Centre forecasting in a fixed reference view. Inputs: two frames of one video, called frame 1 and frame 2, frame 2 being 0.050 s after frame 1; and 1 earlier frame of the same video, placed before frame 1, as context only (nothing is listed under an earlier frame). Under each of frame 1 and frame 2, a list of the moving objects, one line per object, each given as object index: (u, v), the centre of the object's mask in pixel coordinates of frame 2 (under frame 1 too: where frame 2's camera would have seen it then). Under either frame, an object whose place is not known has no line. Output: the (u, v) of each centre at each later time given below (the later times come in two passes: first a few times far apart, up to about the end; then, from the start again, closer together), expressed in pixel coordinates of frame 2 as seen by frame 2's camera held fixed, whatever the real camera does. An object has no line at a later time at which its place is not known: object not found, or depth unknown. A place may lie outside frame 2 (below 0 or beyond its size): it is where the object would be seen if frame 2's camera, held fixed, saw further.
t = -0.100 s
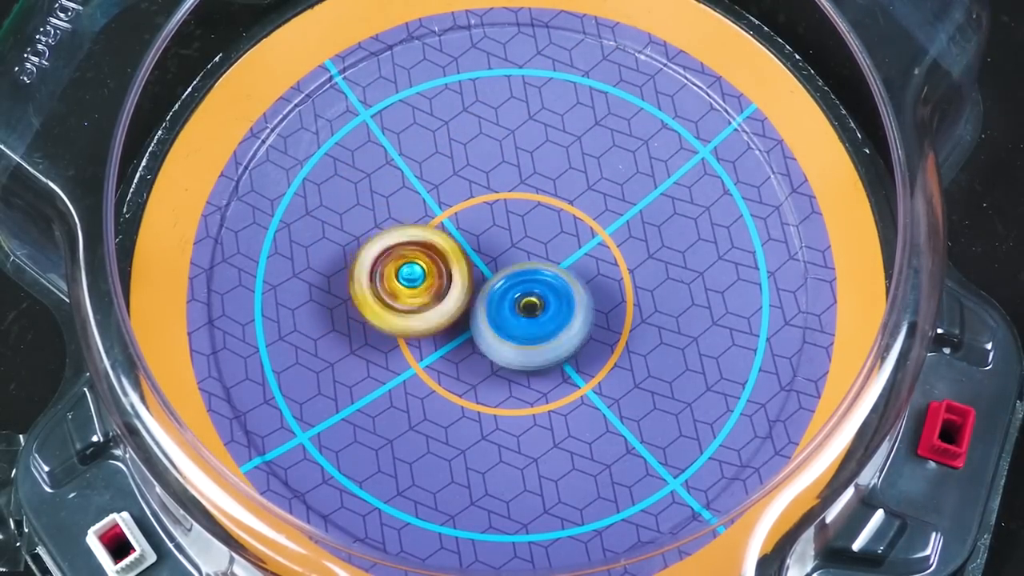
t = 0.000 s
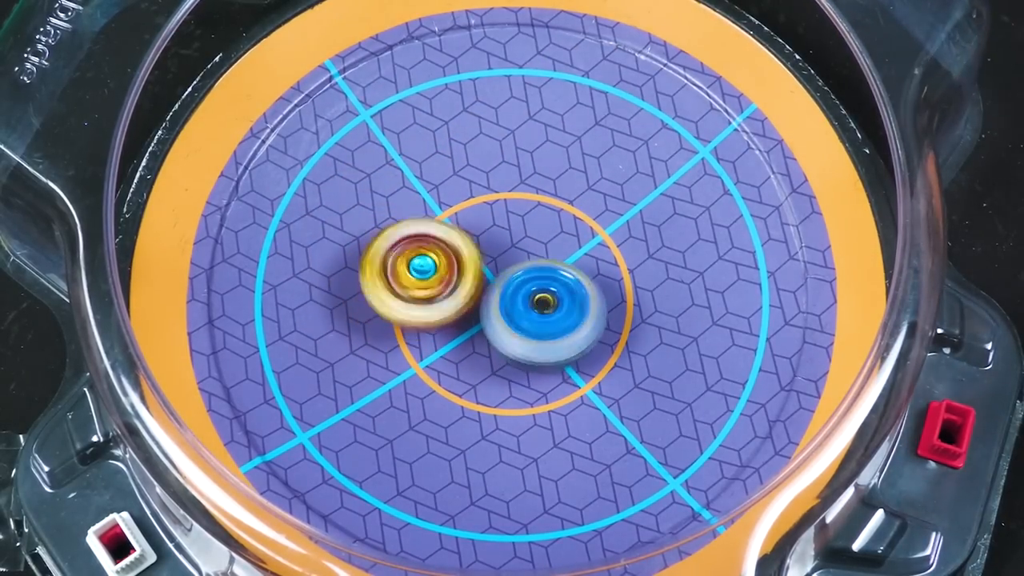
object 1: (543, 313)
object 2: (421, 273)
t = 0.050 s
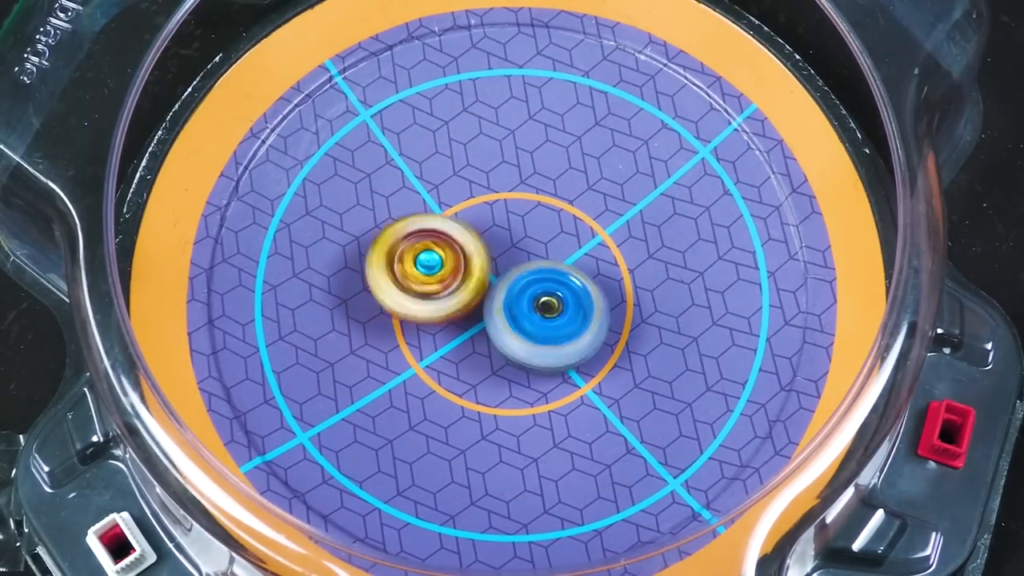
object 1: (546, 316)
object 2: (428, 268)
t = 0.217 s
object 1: (551, 321)
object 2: (443, 250)
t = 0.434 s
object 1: (554, 322)
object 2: (468, 223)
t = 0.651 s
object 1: (549, 317)
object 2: (492, 210)
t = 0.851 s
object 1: (556, 310)
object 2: (500, 203)
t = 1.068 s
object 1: (559, 313)
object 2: (500, 207)
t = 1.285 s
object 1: (565, 326)
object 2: (483, 200)
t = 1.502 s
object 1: (579, 329)
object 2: (483, 231)
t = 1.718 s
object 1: (605, 337)
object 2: (459, 245)
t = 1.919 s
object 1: (603, 319)
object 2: (479, 268)
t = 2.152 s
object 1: (606, 313)
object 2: (482, 263)
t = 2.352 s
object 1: (610, 303)
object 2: (483, 257)
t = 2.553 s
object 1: (606, 290)
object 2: (484, 259)
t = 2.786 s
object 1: (599, 276)
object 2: (472, 261)
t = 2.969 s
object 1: (600, 272)
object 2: (471, 271)
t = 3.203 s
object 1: (602, 264)
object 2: (455, 285)
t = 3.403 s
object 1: (590, 251)
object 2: (472, 291)
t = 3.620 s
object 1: (597, 254)
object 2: (463, 298)
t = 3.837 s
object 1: (571, 239)
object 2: (463, 295)
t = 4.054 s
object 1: (569, 243)
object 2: (462, 294)
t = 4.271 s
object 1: (563, 267)
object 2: (449, 302)
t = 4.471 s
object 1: (558, 284)
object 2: (445, 316)
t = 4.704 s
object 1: (561, 278)
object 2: (444, 314)
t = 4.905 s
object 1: (565, 272)
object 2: (445, 298)
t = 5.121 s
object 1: (556, 272)
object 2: (434, 279)
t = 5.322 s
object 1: (547, 273)
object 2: (424, 272)
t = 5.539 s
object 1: (554, 295)
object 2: (416, 268)
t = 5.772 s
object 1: (569, 276)
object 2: (443, 257)
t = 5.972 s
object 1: (571, 295)
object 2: (450, 238)
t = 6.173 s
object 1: (568, 296)
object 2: (468, 244)
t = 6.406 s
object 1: (576, 296)
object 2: (458, 236)
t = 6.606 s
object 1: (586, 271)
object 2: (459, 254)
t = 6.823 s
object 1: (598, 267)
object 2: (449, 274)
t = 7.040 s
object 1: (597, 267)
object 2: (451, 289)
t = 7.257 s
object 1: (558, 244)
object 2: (458, 293)
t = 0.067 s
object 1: (547, 317)
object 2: (430, 266)
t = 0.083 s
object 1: (548, 318)
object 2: (432, 265)
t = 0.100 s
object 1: (550, 320)
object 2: (432, 263)
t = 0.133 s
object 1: (551, 321)
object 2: (434, 259)
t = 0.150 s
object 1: (551, 321)
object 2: (436, 256)
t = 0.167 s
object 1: (550, 321)
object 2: (438, 254)
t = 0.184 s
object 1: (550, 321)
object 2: (439, 252)
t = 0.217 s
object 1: (551, 321)
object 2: (443, 250)
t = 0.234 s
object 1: (552, 321)
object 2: (446, 247)
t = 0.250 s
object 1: (552, 321)
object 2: (448, 246)
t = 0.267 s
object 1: (551, 321)
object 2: (450, 244)
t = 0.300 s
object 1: (552, 322)
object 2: (454, 241)
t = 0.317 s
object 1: (554, 324)
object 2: (455, 237)
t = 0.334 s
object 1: (554, 324)
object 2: (457, 235)
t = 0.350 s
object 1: (554, 325)
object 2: (458, 233)
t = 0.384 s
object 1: (552, 323)
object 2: (463, 229)
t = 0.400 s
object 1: (554, 322)
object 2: (464, 226)
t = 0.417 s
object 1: (554, 322)
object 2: (467, 224)
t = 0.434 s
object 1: (554, 322)
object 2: (468, 223)
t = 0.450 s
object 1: (554, 323)
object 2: (471, 221)
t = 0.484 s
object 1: (551, 323)
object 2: (475, 218)
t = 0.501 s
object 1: (551, 323)
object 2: (477, 216)
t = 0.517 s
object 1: (550, 321)
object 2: (479, 217)
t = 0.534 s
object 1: (550, 319)
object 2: (481, 215)
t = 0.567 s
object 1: (550, 318)
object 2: (484, 214)
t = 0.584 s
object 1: (550, 317)
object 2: (486, 213)
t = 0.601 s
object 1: (551, 318)
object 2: (488, 212)
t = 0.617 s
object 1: (549, 318)
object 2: (489, 212)
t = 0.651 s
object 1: (549, 317)
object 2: (492, 210)
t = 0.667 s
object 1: (548, 316)
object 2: (492, 208)
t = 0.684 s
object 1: (547, 315)
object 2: (493, 209)
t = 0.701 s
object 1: (549, 314)
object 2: (494, 207)
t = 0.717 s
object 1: (548, 314)
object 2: (495, 206)
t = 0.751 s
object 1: (551, 312)
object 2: (496, 205)
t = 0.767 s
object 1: (550, 312)
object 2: (496, 204)
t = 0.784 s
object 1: (551, 310)
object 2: (497, 204)
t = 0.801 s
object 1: (553, 311)
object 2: (499, 202)
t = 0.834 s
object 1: (554, 309)
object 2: (499, 202)
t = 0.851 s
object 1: (556, 310)
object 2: (500, 203)
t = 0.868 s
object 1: (555, 310)
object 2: (500, 203)
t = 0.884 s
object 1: (555, 310)
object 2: (501, 204)
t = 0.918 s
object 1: (557, 313)
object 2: (501, 202)
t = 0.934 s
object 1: (557, 314)
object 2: (500, 201)
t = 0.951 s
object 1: (558, 315)
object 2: (498, 202)
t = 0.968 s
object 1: (557, 314)
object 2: (499, 202)
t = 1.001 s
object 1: (560, 313)
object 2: (498, 204)
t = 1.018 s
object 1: (560, 313)
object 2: (499, 205)
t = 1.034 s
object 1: (560, 313)
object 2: (499, 205)
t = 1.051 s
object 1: (560, 313)
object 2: (499, 205)
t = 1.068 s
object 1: (559, 313)
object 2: (500, 207)
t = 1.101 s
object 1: (562, 323)
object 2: (495, 200)
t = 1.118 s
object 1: (564, 329)
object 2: (493, 198)
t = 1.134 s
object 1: (566, 333)
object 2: (492, 195)
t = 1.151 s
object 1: (564, 335)
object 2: (489, 193)
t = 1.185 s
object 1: (563, 334)
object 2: (486, 195)
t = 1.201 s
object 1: (561, 333)
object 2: (486, 195)
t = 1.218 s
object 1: (561, 330)
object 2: (485, 196)
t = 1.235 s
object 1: (562, 329)
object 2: (485, 198)
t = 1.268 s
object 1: (563, 327)
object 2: (484, 198)
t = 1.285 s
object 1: (565, 326)
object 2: (483, 200)
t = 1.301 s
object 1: (567, 326)
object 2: (483, 202)
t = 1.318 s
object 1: (566, 326)
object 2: (483, 203)
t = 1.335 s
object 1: (568, 325)
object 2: (483, 204)
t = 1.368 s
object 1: (569, 326)
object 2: (482, 209)
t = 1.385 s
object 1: (570, 325)
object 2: (483, 212)
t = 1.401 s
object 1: (571, 325)
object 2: (483, 216)
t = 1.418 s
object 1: (571, 325)
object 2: (484, 218)
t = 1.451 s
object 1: (571, 322)
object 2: (485, 225)
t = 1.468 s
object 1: (571, 322)
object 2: (487, 229)
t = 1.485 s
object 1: (571, 322)
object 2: (487, 232)
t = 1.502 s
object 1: (579, 329)
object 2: (483, 231)
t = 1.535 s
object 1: (595, 337)
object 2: (472, 228)
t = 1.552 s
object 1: (598, 340)
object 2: (467, 229)
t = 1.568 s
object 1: (600, 342)
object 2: (464, 231)
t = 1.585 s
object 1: (602, 342)
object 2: (462, 234)
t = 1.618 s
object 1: (606, 341)
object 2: (462, 235)
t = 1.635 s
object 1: (607, 339)
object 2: (462, 236)
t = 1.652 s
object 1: (608, 338)
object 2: (461, 237)
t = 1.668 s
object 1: (609, 339)
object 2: (460, 238)
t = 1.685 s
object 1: (606, 339)
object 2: (459, 241)
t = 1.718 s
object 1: (605, 337)
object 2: (459, 245)
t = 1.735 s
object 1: (603, 336)
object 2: (459, 247)
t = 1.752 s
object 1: (603, 333)
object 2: (461, 249)
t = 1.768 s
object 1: (603, 329)
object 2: (461, 250)
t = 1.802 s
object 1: (602, 325)
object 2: (463, 255)
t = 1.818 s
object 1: (603, 322)
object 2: (466, 257)
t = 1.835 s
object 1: (605, 321)
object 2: (467, 259)
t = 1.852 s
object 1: (606, 321)
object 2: (470, 260)
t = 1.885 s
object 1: (607, 320)
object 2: (474, 265)
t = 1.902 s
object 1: (605, 321)
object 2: (476, 267)
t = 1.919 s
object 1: (603, 319)
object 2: (479, 268)
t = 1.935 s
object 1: (603, 317)
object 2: (481, 272)
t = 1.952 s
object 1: (603, 316)
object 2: (485, 272)
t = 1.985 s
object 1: (605, 318)
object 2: (484, 272)
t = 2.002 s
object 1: (606, 318)
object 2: (485, 274)
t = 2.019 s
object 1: (606, 318)
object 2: (488, 273)
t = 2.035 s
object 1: (607, 318)
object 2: (488, 274)
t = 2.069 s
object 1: (609, 319)
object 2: (485, 271)
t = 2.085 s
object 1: (609, 319)
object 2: (484, 269)
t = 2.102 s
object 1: (607, 319)
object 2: (485, 268)
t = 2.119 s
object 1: (606, 316)
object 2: (486, 266)
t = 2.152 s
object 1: (606, 313)
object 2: (482, 263)
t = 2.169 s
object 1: (606, 311)
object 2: (483, 263)
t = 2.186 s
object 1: (607, 309)
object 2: (484, 262)
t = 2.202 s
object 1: (608, 308)
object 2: (484, 260)
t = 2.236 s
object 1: (610, 306)
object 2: (484, 259)
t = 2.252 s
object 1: (612, 305)
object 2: (484, 258)
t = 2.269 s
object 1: (612, 306)
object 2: (482, 257)
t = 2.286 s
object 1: (613, 306)
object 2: (482, 258)
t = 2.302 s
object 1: (611, 306)
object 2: (483, 257)
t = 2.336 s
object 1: (610, 305)
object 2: (482, 256)
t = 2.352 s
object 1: (610, 303)
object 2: (483, 257)
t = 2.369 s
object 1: (608, 301)
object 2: (485, 256)
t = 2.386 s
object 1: (610, 299)
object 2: (485, 254)
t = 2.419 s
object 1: (609, 297)
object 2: (486, 256)
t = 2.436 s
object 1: (608, 295)
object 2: (486, 256)
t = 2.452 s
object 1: (608, 294)
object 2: (486, 254)
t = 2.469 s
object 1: (607, 293)
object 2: (486, 256)
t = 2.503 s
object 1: (609, 291)
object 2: (484, 256)
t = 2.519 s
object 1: (609, 292)
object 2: (482, 256)
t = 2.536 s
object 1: (608, 291)
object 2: (482, 259)
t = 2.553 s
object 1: (606, 290)
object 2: (484, 259)
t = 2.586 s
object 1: (607, 290)
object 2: (480, 257)
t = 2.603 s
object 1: (608, 291)
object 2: (480, 257)
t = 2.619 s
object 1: (607, 292)
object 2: (479, 257)
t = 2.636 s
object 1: (605, 292)
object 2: (478, 256)
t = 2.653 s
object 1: (602, 292)
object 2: (477, 258)
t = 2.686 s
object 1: (598, 288)
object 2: (477, 258)
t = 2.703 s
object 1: (597, 285)
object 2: (475, 257)
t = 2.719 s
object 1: (597, 284)
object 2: (474, 259)
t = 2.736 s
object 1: (597, 281)
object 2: (474, 259)
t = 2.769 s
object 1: (598, 277)
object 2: (473, 259)
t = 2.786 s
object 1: (599, 276)
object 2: (472, 261)
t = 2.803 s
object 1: (600, 275)
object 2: (471, 261)
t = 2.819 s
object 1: (601, 274)
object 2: (472, 262)
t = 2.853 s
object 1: (602, 274)
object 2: (470, 264)
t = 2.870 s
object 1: (602, 273)
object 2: (470, 265)
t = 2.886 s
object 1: (602, 273)
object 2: (472, 265)
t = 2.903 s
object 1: (600, 273)
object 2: (472, 266)
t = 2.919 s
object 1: (600, 272)
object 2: (471, 268)
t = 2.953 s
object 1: (601, 272)
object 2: (469, 270)
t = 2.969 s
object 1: (600, 272)
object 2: (471, 271)
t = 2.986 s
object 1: (600, 273)
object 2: (471, 272)
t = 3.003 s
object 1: (598, 274)
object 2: (472, 271)
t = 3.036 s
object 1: (604, 271)
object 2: (464, 274)
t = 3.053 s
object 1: (608, 269)
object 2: (461, 278)
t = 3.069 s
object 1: (609, 269)
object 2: (459, 279)
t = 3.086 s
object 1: (610, 268)
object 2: (458, 282)
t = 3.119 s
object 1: (607, 267)
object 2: (457, 282)
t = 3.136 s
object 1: (607, 265)
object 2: (455, 281)
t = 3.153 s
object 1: (606, 264)
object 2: (454, 285)
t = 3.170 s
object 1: (606, 265)
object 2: (455, 285)
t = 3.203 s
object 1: (602, 264)
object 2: (455, 285)
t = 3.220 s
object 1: (600, 263)
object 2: (454, 287)
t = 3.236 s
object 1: (599, 263)
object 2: (456, 287)
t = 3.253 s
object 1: (595, 262)
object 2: (456, 288)
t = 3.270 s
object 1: (593, 258)
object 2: (457, 288)
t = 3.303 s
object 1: (593, 253)
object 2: (461, 291)
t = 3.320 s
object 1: (590, 253)
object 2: (463, 290)
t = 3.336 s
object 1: (590, 251)
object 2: (464, 289)
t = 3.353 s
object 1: (590, 250)
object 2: (464, 290)
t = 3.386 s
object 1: (589, 252)
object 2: (469, 290)
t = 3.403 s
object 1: (590, 251)
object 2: (472, 291)
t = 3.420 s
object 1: (590, 252)
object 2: (472, 292)
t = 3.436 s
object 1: (593, 251)
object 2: (474, 293)
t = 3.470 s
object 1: (594, 253)
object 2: (474, 292)
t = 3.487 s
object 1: (594, 254)
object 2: (472, 293)
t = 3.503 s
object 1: (593, 254)
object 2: (474, 295)
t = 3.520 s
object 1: (591, 256)
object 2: (474, 294)
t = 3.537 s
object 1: (593, 254)
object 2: (472, 295)
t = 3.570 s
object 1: (599, 253)
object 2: (466, 299)
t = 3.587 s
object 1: (600, 254)
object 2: (465, 298)
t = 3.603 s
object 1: (598, 254)
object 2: (464, 299)
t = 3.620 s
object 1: (597, 254)
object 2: (463, 298)
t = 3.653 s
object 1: (593, 255)
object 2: (461, 299)
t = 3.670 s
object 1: (588, 254)
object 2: (461, 299)
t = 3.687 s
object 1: (585, 253)
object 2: (461, 298)
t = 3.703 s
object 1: (581, 252)
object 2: (460, 299)
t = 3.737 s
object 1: (575, 248)
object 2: (461, 299)
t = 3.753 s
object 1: (572, 245)
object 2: (461, 298)
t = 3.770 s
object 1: (571, 243)
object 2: (461, 297)
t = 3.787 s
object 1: (570, 242)
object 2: (461, 298)
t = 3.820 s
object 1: (570, 240)
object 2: (462, 297)
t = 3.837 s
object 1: (571, 239)
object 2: (463, 295)
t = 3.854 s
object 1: (571, 239)
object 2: (463, 295)
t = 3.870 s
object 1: (570, 240)
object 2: (465, 294)
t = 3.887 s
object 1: (570, 240)
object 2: (465, 294)
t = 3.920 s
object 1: (570, 240)
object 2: (467, 293)
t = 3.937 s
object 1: (572, 240)
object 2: (467, 295)
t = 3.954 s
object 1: (570, 241)
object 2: (467, 294)
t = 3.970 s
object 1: (570, 240)
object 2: (467, 295)
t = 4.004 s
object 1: (569, 240)
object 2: (466, 295)
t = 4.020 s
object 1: (569, 242)
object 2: (466, 293)
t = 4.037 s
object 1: (569, 242)
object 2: (463, 293)
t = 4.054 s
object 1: (569, 243)
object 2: (462, 294)
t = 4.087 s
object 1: (568, 245)
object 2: (459, 296)
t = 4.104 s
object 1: (567, 247)
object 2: (460, 295)
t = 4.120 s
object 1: (567, 249)
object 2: (460, 295)
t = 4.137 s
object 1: (565, 250)
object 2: (458, 294)
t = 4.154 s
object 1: (566, 251)
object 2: (457, 295)
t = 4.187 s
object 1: (564, 257)
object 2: (454, 297)
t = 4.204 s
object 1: (563, 259)
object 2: (453, 298)
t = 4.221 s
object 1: (563, 260)
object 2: (451, 299)
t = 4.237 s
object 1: (562, 262)
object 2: (451, 301)
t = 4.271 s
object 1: (563, 267)
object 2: (449, 302)
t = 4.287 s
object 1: (562, 268)
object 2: (448, 302)
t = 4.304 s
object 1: (563, 268)
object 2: (446, 305)
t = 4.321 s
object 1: (561, 270)
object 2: (445, 306)
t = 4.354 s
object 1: (560, 272)
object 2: (445, 308)
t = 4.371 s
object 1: (559, 274)
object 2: (445, 308)
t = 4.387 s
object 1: (559, 276)
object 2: (444, 309)
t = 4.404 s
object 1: (557, 278)
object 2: (444, 308)
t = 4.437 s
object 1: (557, 282)
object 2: (445, 312)
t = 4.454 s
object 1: (558, 283)
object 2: (444, 314)
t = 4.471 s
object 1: (558, 284)
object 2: (445, 316)
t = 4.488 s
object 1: (558, 284)
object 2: (446, 316)
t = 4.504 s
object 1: (559, 284)
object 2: (445, 317)
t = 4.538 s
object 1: (559, 283)
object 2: (443, 318)
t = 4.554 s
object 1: (559, 283)
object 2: (444, 319)
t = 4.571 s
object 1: (559, 282)
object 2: (445, 318)
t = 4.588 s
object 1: (559, 282)
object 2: (447, 317)
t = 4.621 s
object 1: (561, 281)
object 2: (444, 315)
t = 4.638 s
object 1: (560, 281)
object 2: (444, 314)
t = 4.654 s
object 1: (560, 280)
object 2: (443, 314)
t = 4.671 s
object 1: (561, 278)
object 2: (443, 315)
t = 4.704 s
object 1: (561, 278)
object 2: (444, 314)
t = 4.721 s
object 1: (560, 277)
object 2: (446, 313)
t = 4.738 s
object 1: (561, 277)
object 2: (447, 311)
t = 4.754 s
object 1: (561, 277)
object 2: (448, 309)
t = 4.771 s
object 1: (562, 277)
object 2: (448, 306)
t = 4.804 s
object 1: (561, 275)
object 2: (445, 306)
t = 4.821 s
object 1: (561, 275)
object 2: (444, 306)
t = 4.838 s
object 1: (561, 275)
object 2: (446, 306)
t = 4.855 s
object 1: (563, 275)
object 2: (448, 303)
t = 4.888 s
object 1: (564, 272)
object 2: (446, 300)
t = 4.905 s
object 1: (565, 272)
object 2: (445, 298)
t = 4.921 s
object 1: (566, 272)
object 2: (444, 297)
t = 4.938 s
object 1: (567, 271)
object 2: (443, 294)
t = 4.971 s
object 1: (567, 271)
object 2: (442, 291)
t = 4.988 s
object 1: (566, 271)
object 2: (441, 288)
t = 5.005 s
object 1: (566, 273)
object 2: (440, 286)
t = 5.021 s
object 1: (564, 272)
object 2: (439, 284)
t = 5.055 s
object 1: (561, 271)
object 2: (437, 284)
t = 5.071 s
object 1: (559, 273)
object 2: (437, 282)
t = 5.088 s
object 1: (559, 273)
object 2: (437, 282)
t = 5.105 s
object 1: (557, 273)
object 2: (436, 281)
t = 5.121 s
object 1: (556, 272)
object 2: (434, 279)
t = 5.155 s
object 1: (554, 272)
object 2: (432, 278)
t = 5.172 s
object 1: (555, 274)
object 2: (431, 278)
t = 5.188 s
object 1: (555, 273)
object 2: (430, 277)
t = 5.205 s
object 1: (554, 272)
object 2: (429, 275)
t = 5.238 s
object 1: (553, 272)
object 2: (427, 273)
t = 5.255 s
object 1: (553, 275)
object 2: (425, 271)
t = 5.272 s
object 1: (553, 273)
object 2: (425, 271)
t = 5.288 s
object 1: (550, 272)
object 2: (423, 270)
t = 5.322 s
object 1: (547, 273)
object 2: (424, 272)
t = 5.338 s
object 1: (551, 276)
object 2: (421, 271)
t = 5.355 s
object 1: (559, 278)
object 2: (416, 271)
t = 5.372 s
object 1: (563, 279)
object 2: (413, 272)
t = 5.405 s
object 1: (571, 284)
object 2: (410, 274)
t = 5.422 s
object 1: (574, 288)
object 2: (411, 274)
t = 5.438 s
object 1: (575, 292)
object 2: (413, 273)
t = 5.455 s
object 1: (573, 296)
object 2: (414, 272)
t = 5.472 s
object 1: (569, 297)
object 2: (416, 269)
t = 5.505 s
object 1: (563, 298)
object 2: (417, 267)
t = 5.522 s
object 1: (558, 297)
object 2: (415, 265)
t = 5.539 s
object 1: (554, 295)
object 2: (416, 268)
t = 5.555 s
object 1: (549, 293)
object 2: (418, 267)
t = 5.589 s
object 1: (546, 283)
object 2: (421, 268)
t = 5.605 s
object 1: (545, 280)
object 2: (425, 267)
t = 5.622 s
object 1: (547, 276)
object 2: (427, 267)
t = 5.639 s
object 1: (549, 273)
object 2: (429, 267)
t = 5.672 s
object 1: (556, 269)
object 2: (430, 265)
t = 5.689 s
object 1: (559, 268)
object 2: (432, 266)
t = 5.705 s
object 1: (561, 269)
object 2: (435, 264)
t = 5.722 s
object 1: (564, 271)
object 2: (437, 264)
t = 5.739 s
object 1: (566, 273)
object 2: (441, 262)
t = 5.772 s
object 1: (569, 276)
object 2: (443, 257)
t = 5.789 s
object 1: (571, 277)
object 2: (445, 255)
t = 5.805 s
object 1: (571, 279)
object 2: (445, 253)
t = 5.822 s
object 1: (571, 280)
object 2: (445, 252)
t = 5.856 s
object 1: (571, 283)
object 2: (449, 248)
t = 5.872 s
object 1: (570, 284)
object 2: (449, 248)
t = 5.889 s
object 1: (570, 287)
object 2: (452, 246)
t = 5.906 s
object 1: (570, 288)
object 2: (452, 245)
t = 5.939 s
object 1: (567, 290)
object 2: (456, 242)
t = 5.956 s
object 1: (570, 292)
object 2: (453, 238)
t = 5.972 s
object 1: (571, 295)
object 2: (450, 238)
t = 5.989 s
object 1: (573, 295)
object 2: (447, 237)
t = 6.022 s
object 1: (575, 294)
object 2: (443, 242)
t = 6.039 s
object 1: (577, 294)
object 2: (444, 243)
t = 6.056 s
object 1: (577, 294)
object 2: (445, 246)
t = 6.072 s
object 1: (575, 295)
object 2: (447, 249)
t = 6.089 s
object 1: (575, 295)
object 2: (452, 250)
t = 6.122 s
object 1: (574, 294)
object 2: (460, 250)
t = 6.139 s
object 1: (573, 295)
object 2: (463, 248)
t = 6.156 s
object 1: (571, 295)
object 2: (464, 246)
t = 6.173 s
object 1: (568, 296)
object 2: (468, 244)
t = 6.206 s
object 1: (572, 297)
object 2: (464, 240)
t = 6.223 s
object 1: (575, 297)
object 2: (464, 238)
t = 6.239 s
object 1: (578, 298)
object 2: (462, 235)
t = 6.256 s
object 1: (580, 298)
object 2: (458, 234)
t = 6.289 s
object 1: (582, 300)
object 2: (458, 232)
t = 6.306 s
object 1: (582, 300)
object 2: (454, 233)
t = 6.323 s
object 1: (581, 299)
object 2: (454, 233)
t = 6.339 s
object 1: (581, 298)
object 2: (457, 232)
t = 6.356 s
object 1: (581, 298)
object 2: (456, 233)
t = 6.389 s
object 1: (578, 297)
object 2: (458, 236)
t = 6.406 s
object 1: (576, 296)
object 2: (458, 236)
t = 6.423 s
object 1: (574, 294)
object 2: (457, 239)
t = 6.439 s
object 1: (573, 292)
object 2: (459, 241)
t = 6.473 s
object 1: (573, 286)
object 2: (462, 243)
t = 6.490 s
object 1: (575, 283)
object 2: (464, 245)
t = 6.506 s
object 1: (577, 282)
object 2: (462, 246)
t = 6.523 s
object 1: (581, 281)
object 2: (460, 248)
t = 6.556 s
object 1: (584, 277)
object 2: (459, 253)
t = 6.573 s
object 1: (585, 275)
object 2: (460, 252)
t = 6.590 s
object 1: (585, 273)
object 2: (460, 253)
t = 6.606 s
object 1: (586, 271)
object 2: (459, 254)
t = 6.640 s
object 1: (585, 269)
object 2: (460, 258)
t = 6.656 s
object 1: (586, 269)
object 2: (461, 259)
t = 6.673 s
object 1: (586, 269)
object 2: (462, 258)
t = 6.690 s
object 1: (585, 269)
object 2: (462, 260)
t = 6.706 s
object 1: (584, 271)
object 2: (464, 264)
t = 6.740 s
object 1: (580, 269)
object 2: (465, 266)
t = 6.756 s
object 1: (579, 269)
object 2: (464, 269)
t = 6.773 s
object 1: (580, 268)
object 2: (465, 274)
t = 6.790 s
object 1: (586, 269)
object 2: (462, 274)
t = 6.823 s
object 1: (598, 267)
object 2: (449, 274)
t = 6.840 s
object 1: (603, 265)
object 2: (445, 276)
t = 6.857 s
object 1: (607, 265)
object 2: (443, 276)
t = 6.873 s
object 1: (610, 267)
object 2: (440, 276)
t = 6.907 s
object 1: (612, 267)
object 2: (431, 280)
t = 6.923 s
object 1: (612, 271)
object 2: (433, 283)
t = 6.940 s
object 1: (612, 271)
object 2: (435, 283)
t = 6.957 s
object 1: (610, 271)
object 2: (436, 284)
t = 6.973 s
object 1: (609, 272)
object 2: (437, 286)
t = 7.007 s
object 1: (604, 269)
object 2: (442, 291)
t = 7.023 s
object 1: (601, 266)
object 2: (447, 290)
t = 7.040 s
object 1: (597, 267)
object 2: (451, 289)
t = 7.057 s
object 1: (592, 267)
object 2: (455, 288)
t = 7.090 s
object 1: (581, 263)
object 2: (463, 283)
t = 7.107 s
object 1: (576, 264)
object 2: (464, 280)
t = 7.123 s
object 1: (569, 262)
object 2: (466, 279)
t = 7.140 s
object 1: (562, 261)
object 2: (466, 278)
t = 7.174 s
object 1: (555, 258)
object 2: (463, 279)
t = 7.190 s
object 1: (557, 256)
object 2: (462, 281)
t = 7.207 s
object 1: (558, 252)
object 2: (459, 283)
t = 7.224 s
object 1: (558, 250)
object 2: (457, 286)
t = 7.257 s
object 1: (558, 244)
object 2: (458, 293)
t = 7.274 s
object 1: (557, 240)
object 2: (459, 297)
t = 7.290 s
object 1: (556, 237)
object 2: (461, 298)
